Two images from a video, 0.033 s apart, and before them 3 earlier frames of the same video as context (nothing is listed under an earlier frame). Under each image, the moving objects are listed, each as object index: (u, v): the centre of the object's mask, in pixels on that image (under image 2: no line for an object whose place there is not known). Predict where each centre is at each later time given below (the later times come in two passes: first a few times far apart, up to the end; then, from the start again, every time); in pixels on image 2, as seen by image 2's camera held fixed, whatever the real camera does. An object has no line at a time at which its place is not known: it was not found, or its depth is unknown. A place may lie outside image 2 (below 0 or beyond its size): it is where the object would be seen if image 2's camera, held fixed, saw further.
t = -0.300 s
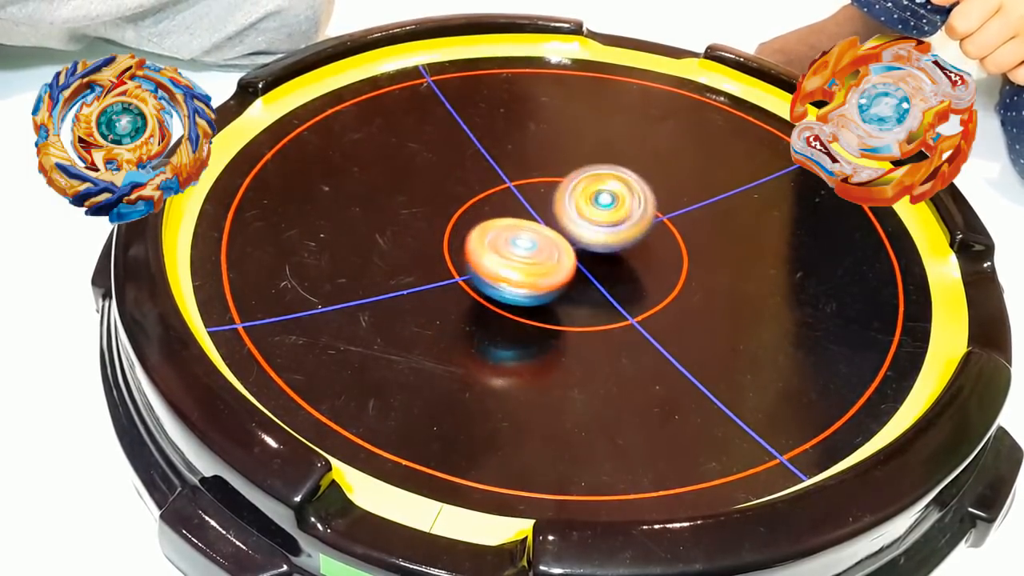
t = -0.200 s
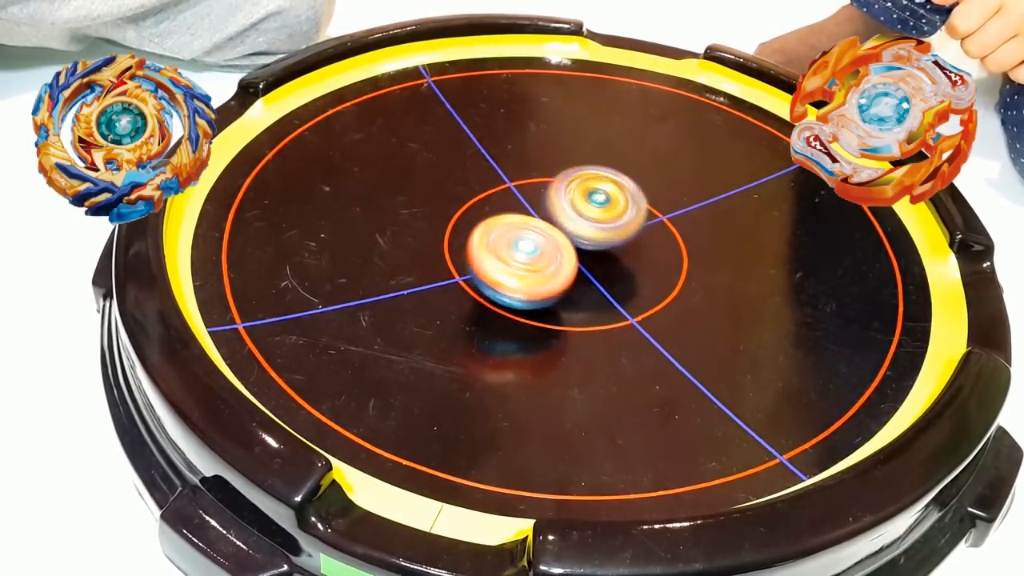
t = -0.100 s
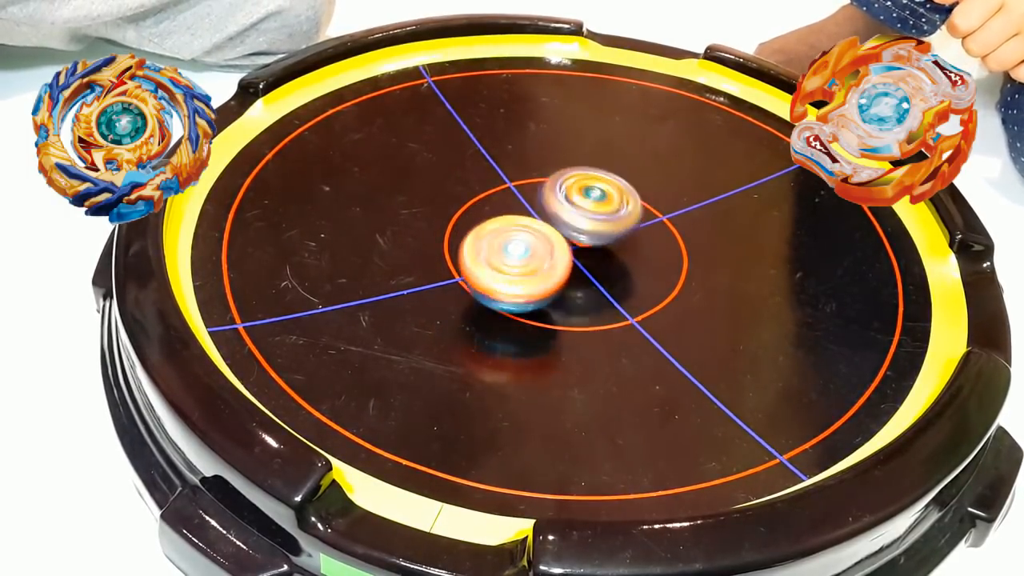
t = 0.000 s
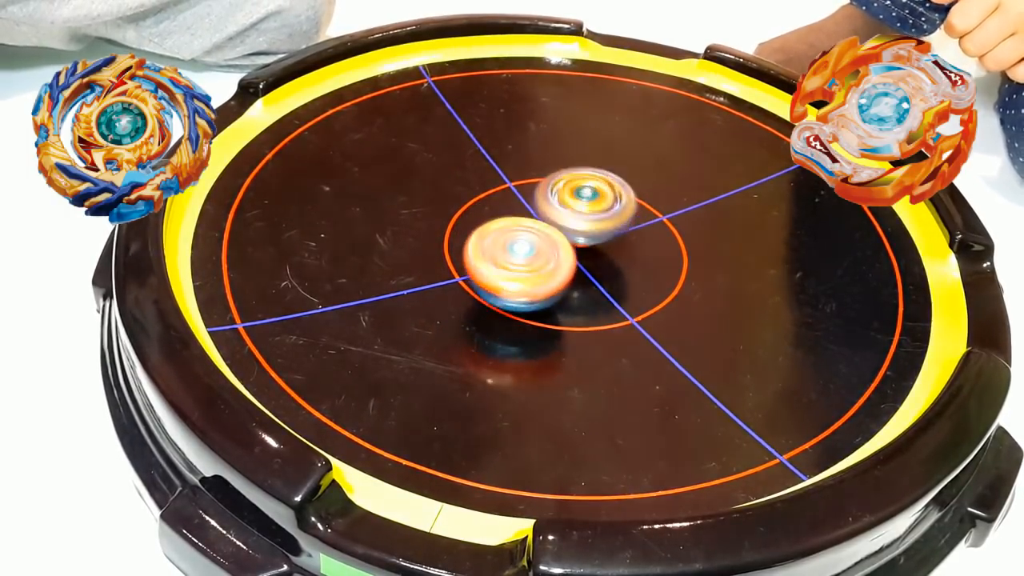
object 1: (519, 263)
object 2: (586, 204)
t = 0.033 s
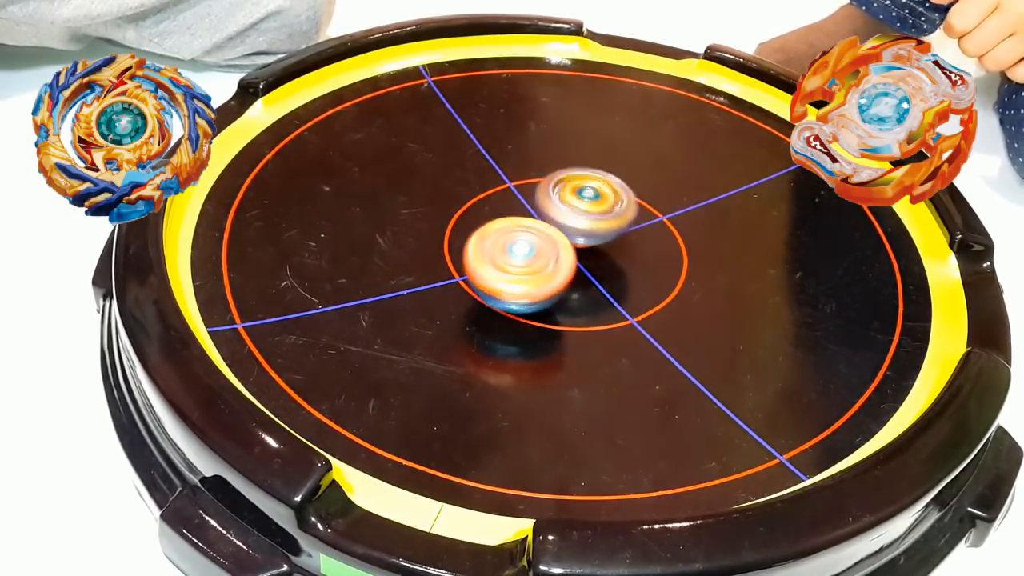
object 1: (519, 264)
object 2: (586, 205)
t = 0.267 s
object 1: (524, 265)
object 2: (582, 203)
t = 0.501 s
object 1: (529, 267)
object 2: (582, 203)
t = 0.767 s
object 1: (536, 268)
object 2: (581, 202)
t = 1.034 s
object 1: (535, 272)
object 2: (580, 201)
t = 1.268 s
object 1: (533, 276)
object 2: (574, 205)
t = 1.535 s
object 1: (539, 270)
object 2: (575, 203)
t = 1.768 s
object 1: (568, 276)
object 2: (580, 188)
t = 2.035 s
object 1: (573, 283)
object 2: (558, 176)
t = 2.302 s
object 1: (578, 279)
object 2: (552, 198)
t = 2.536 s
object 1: (605, 286)
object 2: (577, 207)
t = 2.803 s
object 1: (613, 291)
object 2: (574, 201)
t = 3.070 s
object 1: (618, 280)
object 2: (565, 210)
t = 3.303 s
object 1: (637, 275)
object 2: (566, 206)
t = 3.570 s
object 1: (637, 271)
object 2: (568, 203)
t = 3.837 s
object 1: (641, 256)
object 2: (552, 198)
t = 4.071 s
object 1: (642, 251)
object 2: (535, 201)
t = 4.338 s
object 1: (652, 251)
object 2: (552, 214)
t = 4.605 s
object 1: (665, 252)
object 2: (547, 210)
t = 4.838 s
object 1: (657, 244)
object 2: (549, 211)
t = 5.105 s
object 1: (676, 224)
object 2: (545, 201)
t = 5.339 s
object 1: (675, 227)
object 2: (547, 207)
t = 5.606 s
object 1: (658, 212)
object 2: (552, 200)
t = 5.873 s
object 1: (671, 209)
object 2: (518, 202)
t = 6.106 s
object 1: (651, 212)
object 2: (542, 216)
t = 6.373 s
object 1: (682, 207)
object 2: (514, 213)
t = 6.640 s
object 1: (694, 231)
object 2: (515, 246)
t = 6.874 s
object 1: (692, 267)
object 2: (559, 225)
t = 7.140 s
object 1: (733, 275)
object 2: (527, 196)
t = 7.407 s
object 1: (734, 275)
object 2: (525, 221)
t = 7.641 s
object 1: (729, 276)
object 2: (566, 210)
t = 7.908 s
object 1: (685, 259)
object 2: (546, 192)
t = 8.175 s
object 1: (720, 251)
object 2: (548, 217)
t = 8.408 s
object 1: (701, 249)
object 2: (579, 201)
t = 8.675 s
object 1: (689, 268)
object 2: (559, 184)
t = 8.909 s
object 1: (689, 268)
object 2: (563, 204)
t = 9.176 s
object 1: (694, 250)
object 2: (583, 192)
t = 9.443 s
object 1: (704, 248)
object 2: (575, 195)
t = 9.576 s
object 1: (701, 249)
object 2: (585, 200)
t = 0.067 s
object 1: (517, 264)
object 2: (584, 204)
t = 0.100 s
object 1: (519, 263)
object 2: (580, 203)
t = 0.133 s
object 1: (521, 264)
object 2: (579, 203)
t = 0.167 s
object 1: (522, 265)
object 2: (581, 203)
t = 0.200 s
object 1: (521, 265)
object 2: (584, 205)
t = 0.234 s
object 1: (522, 264)
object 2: (585, 204)
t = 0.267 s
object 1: (524, 265)
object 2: (582, 203)
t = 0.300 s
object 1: (525, 265)
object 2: (581, 202)
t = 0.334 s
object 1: (525, 266)
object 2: (581, 203)
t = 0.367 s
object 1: (525, 265)
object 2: (583, 204)
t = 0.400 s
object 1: (526, 266)
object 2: (584, 204)
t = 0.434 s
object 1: (528, 266)
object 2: (585, 204)
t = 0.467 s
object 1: (529, 267)
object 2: (584, 203)
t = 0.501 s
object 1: (529, 267)
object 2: (582, 203)
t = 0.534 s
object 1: (529, 267)
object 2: (581, 202)
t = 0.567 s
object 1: (531, 267)
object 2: (581, 203)
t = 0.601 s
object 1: (532, 267)
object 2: (583, 203)
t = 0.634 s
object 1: (532, 267)
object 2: (584, 203)
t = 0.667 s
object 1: (534, 268)
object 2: (584, 203)
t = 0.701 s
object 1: (534, 268)
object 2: (583, 202)
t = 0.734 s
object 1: (536, 268)
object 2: (582, 202)
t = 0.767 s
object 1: (536, 268)
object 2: (581, 202)
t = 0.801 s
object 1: (537, 269)
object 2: (582, 203)
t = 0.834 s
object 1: (536, 268)
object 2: (584, 203)
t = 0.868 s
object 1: (538, 268)
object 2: (584, 202)
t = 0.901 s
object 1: (539, 268)
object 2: (583, 202)
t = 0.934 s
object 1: (540, 269)
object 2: (582, 202)
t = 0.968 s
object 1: (540, 269)
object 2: (582, 202)
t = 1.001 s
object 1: (539, 271)
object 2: (582, 202)
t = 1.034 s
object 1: (535, 272)
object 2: (580, 201)
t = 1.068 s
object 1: (533, 270)
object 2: (575, 200)
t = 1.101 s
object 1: (536, 269)
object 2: (572, 201)
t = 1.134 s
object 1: (536, 273)
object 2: (574, 201)
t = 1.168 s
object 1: (534, 276)
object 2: (574, 200)
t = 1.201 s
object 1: (532, 276)
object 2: (572, 201)
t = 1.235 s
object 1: (531, 276)
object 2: (571, 202)
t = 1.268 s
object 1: (533, 276)
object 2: (574, 205)
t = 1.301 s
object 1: (533, 276)
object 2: (575, 204)
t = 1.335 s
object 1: (532, 275)
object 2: (574, 205)
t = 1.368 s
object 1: (531, 274)
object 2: (575, 205)
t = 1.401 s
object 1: (533, 274)
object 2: (576, 205)
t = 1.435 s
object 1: (534, 273)
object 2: (577, 205)
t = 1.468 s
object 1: (535, 272)
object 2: (575, 204)
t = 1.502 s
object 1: (536, 271)
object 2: (575, 204)
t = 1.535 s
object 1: (539, 270)
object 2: (575, 203)
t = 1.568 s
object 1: (542, 269)
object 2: (574, 202)
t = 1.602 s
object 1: (547, 268)
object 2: (574, 200)
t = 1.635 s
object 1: (553, 268)
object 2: (573, 199)
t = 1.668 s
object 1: (556, 270)
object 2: (574, 195)
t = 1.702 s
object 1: (562, 272)
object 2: (577, 193)
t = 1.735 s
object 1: (565, 274)
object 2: (577, 191)
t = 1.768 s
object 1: (568, 276)
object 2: (580, 188)
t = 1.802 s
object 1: (569, 278)
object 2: (578, 186)
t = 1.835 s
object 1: (571, 279)
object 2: (576, 183)
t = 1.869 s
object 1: (571, 281)
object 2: (574, 180)
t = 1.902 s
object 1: (571, 281)
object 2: (570, 179)
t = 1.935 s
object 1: (571, 282)
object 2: (568, 177)
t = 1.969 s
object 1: (573, 282)
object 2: (563, 175)
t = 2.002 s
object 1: (573, 283)
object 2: (561, 177)
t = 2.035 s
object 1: (573, 283)
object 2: (558, 176)
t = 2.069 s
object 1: (573, 283)
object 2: (555, 179)
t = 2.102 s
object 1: (574, 282)
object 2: (554, 180)
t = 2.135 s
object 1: (575, 282)
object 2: (550, 182)
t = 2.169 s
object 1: (575, 282)
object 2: (551, 184)
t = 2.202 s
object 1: (576, 282)
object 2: (549, 188)
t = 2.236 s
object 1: (576, 280)
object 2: (549, 191)
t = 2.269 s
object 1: (577, 280)
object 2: (551, 195)
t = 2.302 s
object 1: (578, 279)
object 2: (552, 198)
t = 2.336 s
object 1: (581, 279)
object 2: (555, 200)
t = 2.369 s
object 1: (582, 278)
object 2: (559, 203)
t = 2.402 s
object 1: (586, 278)
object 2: (563, 206)
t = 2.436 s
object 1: (590, 281)
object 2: (567, 207)
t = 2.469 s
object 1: (597, 282)
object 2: (571, 208)
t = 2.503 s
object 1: (602, 285)
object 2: (574, 208)
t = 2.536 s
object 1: (605, 286)
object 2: (577, 207)
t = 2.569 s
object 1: (608, 289)
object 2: (579, 207)
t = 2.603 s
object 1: (609, 289)
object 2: (580, 205)
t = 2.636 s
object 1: (611, 291)
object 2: (582, 204)
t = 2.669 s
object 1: (610, 291)
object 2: (580, 203)
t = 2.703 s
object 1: (610, 291)
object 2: (578, 202)
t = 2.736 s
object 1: (610, 291)
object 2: (578, 200)
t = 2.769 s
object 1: (613, 291)
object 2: (575, 200)
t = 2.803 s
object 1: (613, 291)
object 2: (574, 201)
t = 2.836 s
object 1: (613, 291)
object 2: (572, 200)
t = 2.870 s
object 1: (612, 290)
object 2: (570, 201)
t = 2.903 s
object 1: (613, 290)
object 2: (571, 203)
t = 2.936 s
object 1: (613, 289)
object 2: (569, 203)
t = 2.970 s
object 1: (612, 286)
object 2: (566, 204)
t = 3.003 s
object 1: (614, 284)
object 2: (566, 206)
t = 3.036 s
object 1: (615, 281)
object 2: (566, 207)
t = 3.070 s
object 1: (618, 280)
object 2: (565, 210)
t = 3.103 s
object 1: (620, 276)
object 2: (565, 211)
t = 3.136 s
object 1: (625, 276)
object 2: (565, 211)
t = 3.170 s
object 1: (628, 275)
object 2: (563, 209)
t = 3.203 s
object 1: (632, 274)
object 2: (561, 209)
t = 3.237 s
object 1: (634, 275)
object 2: (560, 209)
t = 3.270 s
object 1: (635, 275)
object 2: (563, 208)
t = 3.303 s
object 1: (637, 275)
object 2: (566, 206)
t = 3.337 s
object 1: (637, 275)
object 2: (567, 205)
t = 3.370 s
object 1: (637, 275)
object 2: (567, 203)
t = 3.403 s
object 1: (637, 275)
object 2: (565, 203)
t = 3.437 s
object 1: (636, 273)
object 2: (564, 203)
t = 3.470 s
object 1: (638, 271)
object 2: (565, 203)
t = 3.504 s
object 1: (637, 271)
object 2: (565, 203)
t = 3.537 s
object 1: (638, 272)
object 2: (567, 203)
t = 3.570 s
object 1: (637, 271)
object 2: (568, 203)
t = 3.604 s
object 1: (638, 270)
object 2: (567, 203)
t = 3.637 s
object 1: (637, 268)
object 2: (565, 200)
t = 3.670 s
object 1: (635, 265)
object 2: (562, 201)
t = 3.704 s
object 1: (635, 263)
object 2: (559, 200)
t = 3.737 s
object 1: (636, 260)
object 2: (557, 201)
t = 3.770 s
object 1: (636, 257)
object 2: (558, 200)
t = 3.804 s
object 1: (640, 257)
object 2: (557, 199)
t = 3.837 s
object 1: (641, 256)
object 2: (552, 198)
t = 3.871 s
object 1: (642, 255)
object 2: (550, 197)
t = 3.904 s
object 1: (642, 255)
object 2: (546, 194)
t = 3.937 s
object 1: (641, 256)
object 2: (543, 196)
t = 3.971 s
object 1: (640, 255)
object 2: (542, 197)
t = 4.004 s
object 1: (638, 253)
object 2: (536, 196)
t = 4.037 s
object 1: (640, 252)
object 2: (533, 198)
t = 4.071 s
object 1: (642, 251)
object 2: (535, 201)
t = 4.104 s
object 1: (645, 251)
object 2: (536, 203)
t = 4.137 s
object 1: (647, 252)
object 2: (534, 205)
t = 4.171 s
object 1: (648, 252)
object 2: (535, 208)
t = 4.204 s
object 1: (648, 252)
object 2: (539, 210)
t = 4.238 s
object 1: (648, 251)
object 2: (542, 212)
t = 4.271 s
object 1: (648, 250)
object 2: (546, 214)
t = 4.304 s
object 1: (651, 252)
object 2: (549, 214)
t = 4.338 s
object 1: (652, 251)
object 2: (552, 214)
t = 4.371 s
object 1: (656, 251)
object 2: (552, 213)
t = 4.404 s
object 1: (660, 250)
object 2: (549, 212)
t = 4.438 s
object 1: (663, 251)
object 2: (548, 212)
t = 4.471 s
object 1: (664, 252)
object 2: (548, 211)
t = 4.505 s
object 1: (665, 253)
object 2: (548, 208)
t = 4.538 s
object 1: (666, 253)
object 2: (546, 207)
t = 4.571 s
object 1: (665, 252)
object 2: (546, 208)
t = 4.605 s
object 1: (665, 252)
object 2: (547, 210)
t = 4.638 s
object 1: (665, 252)
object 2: (547, 211)
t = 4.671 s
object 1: (665, 252)
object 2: (547, 211)
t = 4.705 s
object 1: (664, 252)
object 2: (548, 210)
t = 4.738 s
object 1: (663, 251)
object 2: (548, 210)
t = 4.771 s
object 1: (661, 249)
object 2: (548, 211)
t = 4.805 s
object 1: (658, 246)
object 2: (549, 211)
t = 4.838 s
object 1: (657, 244)
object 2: (549, 211)
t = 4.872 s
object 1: (655, 240)
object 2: (550, 209)
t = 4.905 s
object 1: (654, 237)
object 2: (553, 209)
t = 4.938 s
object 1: (660, 235)
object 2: (550, 209)
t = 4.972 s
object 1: (663, 233)
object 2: (548, 208)
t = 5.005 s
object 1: (666, 228)
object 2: (549, 205)
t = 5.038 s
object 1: (670, 226)
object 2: (550, 201)
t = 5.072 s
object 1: (674, 226)
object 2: (547, 200)
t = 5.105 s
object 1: (676, 224)
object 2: (545, 201)
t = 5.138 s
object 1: (678, 224)
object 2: (545, 204)
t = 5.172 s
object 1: (678, 225)
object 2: (546, 206)
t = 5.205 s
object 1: (676, 226)
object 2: (544, 206)
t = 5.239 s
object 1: (676, 226)
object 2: (544, 206)
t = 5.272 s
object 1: (677, 226)
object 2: (545, 205)
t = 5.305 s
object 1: (676, 226)
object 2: (546, 206)
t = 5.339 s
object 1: (675, 227)
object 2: (547, 207)
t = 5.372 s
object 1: (673, 227)
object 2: (548, 207)
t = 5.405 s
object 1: (671, 226)
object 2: (548, 206)
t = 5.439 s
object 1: (667, 225)
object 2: (550, 205)
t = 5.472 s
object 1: (664, 223)
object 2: (554, 205)
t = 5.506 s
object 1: (661, 221)
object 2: (556, 204)
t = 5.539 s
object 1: (660, 217)
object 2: (555, 204)
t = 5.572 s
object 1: (657, 214)
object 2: (553, 202)
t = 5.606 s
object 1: (658, 212)
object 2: (552, 200)
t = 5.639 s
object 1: (664, 212)
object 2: (545, 199)
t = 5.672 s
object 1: (665, 210)
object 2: (541, 199)
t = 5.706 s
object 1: (667, 207)
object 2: (537, 198)
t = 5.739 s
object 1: (670, 204)
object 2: (532, 195)
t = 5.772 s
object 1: (672, 205)
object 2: (526, 196)
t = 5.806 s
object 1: (673, 207)
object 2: (525, 198)
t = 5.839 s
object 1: (673, 208)
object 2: (523, 200)
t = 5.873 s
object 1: (671, 209)
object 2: (518, 202)
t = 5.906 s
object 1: (670, 209)
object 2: (518, 205)
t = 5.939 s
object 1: (671, 212)
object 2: (521, 208)
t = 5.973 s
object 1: (670, 213)
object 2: (523, 212)
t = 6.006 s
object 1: (666, 214)
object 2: (526, 214)
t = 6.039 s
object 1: (662, 214)
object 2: (531, 215)
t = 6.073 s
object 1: (657, 213)
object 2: (537, 217)
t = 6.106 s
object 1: (651, 212)
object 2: (542, 216)
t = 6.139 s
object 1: (647, 211)
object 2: (546, 215)
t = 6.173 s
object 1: (649, 209)
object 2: (547, 213)
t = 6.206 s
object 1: (649, 208)
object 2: (545, 210)
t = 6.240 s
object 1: (650, 206)
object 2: (544, 209)
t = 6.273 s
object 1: (662, 204)
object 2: (534, 210)
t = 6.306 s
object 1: (671, 206)
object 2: (524, 213)
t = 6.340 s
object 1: (677, 205)
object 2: (519, 212)
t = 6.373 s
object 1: (682, 207)
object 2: (514, 213)
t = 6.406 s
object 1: (686, 208)
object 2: (508, 213)
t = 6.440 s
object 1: (690, 212)
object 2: (501, 215)
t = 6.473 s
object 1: (692, 214)
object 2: (496, 219)
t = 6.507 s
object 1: (695, 216)
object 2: (496, 226)
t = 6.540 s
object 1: (696, 220)
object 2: (500, 232)
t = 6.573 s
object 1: (697, 223)
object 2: (503, 238)
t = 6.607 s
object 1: (695, 226)
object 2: (509, 244)
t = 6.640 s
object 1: (694, 231)
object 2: (515, 246)
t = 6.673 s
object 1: (693, 234)
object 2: (524, 247)
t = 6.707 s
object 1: (691, 239)
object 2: (533, 247)
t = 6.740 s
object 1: (689, 244)
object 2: (542, 245)
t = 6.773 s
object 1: (687, 249)
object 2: (550, 241)
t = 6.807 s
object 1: (688, 255)
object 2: (555, 237)
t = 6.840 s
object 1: (689, 261)
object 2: (558, 232)
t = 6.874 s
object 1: (692, 267)
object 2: (559, 225)
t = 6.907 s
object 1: (698, 272)
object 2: (557, 220)
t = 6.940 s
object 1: (707, 275)
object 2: (555, 215)
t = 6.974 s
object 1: (715, 276)
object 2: (552, 210)
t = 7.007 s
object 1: (722, 276)
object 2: (550, 205)
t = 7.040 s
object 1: (726, 276)
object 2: (546, 201)
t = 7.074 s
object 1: (730, 275)
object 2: (540, 197)
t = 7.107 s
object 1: (731, 275)
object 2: (533, 196)
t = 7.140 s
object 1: (733, 275)
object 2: (527, 196)
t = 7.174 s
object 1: (733, 275)
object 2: (522, 197)
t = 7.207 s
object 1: (734, 274)
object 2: (518, 200)
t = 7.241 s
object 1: (734, 275)
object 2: (517, 203)
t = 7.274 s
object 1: (734, 275)
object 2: (515, 207)
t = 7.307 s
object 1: (734, 274)
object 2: (513, 211)
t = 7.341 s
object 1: (734, 274)
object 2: (515, 215)
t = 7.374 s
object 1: (734, 275)
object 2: (519, 218)
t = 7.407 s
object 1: (734, 275)
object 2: (525, 221)
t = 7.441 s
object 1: (734, 275)
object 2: (533, 219)
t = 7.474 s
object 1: (733, 275)
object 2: (541, 221)
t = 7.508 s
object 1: (733, 275)
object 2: (549, 225)
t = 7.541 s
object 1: (733, 275)
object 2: (555, 224)
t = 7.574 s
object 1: (732, 275)
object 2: (560, 220)
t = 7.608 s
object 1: (731, 275)
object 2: (563, 216)
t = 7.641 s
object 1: (729, 276)
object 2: (566, 210)
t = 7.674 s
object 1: (725, 276)
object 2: (566, 206)
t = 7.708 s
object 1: (721, 276)
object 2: (566, 201)
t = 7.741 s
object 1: (714, 276)
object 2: (564, 196)
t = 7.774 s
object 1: (707, 275)
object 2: (560, 194)
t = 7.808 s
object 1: (698, 273)
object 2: (556, 192)
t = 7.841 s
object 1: (691, 269)
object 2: (551, 191)
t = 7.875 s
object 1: (687, 264)
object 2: (549, 192)
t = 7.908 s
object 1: (685, 259)
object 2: (546, 192)
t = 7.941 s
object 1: (687, 254)
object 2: (544, 193)
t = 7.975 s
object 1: (693, 251)
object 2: (540, 193)
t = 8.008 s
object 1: (698, 250)
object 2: (536, 196)
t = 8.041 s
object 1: (704, 248)
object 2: (535, 200)
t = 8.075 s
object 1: (710, 248)
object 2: (536, 205)
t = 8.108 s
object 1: (715, 249)
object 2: (539, 210)
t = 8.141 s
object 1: (718, 250)
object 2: (543, 213)
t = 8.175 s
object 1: (720, 251)
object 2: (548, 217)
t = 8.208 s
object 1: (721, 251)
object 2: (554, 219)
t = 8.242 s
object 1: (720, 251)
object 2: (559, 219)
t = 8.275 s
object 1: (719, 250)
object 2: (564, 218)
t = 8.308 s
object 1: (716, 250)
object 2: (570, 214)
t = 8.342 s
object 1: (712, 249)
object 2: (573, 210)
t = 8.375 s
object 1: (707, 248)
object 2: (577, 206)
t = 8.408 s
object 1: (701, 249)
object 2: (579, 201)
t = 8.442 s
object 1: (696, 250)
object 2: (580, 197)
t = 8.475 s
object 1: (691, 251)
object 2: (579, 192)
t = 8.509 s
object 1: (687, 254)
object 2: (576, 189)
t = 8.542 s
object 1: (684, 257)
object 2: (572, 187)
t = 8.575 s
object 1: (684, 261)
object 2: (568, 186)
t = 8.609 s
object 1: (685, 264)
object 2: (566, 185)
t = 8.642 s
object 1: (687, 266)
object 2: (563, 184)
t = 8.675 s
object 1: (689, 268)
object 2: (559, 184)
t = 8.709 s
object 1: (691, 269)
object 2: (556, 185)
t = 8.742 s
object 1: (693, 270)
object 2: (556, 188)
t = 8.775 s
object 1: (693, 271)
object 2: (558, 191)
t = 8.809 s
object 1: (693, 271)
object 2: (557, 195)
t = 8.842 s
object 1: (693, 270)
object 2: (557, 199)
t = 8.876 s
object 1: (691, 269)
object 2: (559, 201)
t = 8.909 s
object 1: (689, 268)
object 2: (563, 204)
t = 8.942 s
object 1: (687, 266)
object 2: (568, 204)
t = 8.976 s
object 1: (685, 263)
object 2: (574, 205)
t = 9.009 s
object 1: (684, 261)
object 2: (580, 203)
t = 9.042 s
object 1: (683, 258)
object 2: (584, 202)
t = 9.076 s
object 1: (685, 255)
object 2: (586, 200)
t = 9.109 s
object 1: (688, 252)
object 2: (585, 197)
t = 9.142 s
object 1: (691, 251)
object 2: (583, 195)
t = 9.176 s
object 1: (694, 250)
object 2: (583, 192)
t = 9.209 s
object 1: (697, 249)
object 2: (583, 192)
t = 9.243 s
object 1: (700, 249)
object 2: (583, 191)
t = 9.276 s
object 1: (702, 249)
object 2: (582, 190)
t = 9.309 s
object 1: (703, 248)
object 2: (580, 189)
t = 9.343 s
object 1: (703, 248)
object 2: (578, 189)
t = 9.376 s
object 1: (704, 248)
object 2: (573, 190)
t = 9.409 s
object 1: (704, 248)
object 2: (571, 192)
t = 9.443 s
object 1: (704, 248)
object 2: (575, 195)
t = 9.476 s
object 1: (704, 248)
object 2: (579, 198)
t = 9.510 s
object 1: (703, 248)
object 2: (582, 200)
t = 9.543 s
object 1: (702, 249)
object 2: (584, 200)
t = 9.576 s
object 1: (701, 249)
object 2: (585, 200)
